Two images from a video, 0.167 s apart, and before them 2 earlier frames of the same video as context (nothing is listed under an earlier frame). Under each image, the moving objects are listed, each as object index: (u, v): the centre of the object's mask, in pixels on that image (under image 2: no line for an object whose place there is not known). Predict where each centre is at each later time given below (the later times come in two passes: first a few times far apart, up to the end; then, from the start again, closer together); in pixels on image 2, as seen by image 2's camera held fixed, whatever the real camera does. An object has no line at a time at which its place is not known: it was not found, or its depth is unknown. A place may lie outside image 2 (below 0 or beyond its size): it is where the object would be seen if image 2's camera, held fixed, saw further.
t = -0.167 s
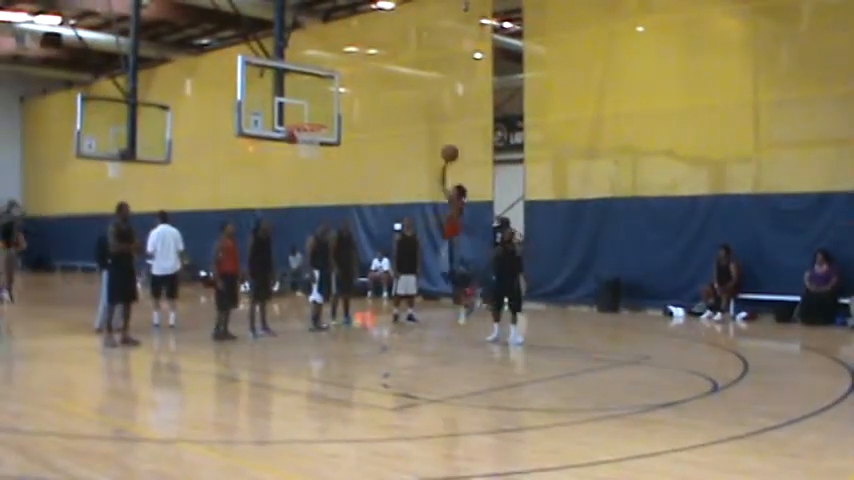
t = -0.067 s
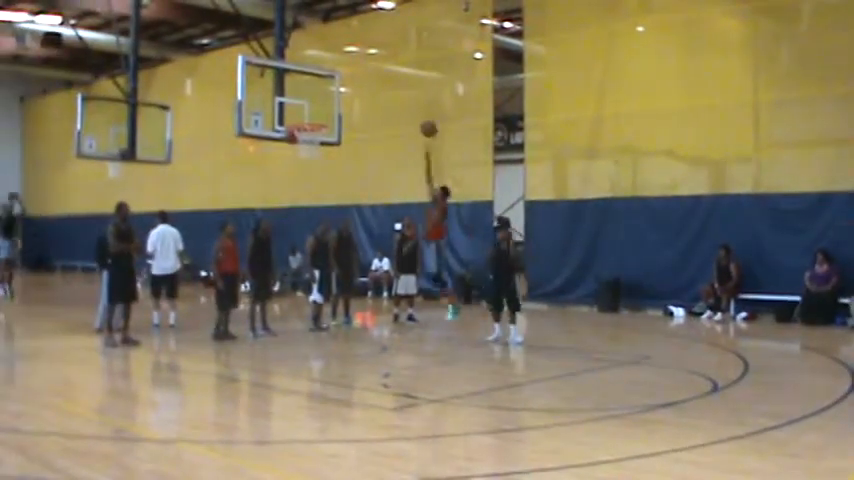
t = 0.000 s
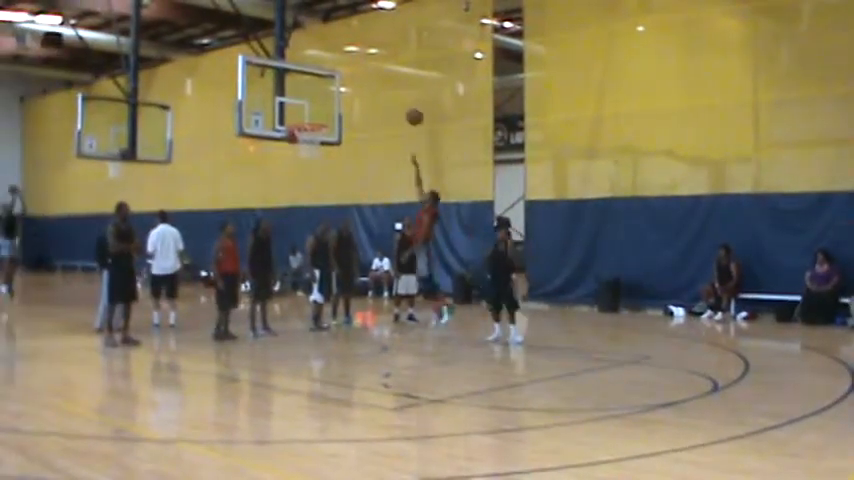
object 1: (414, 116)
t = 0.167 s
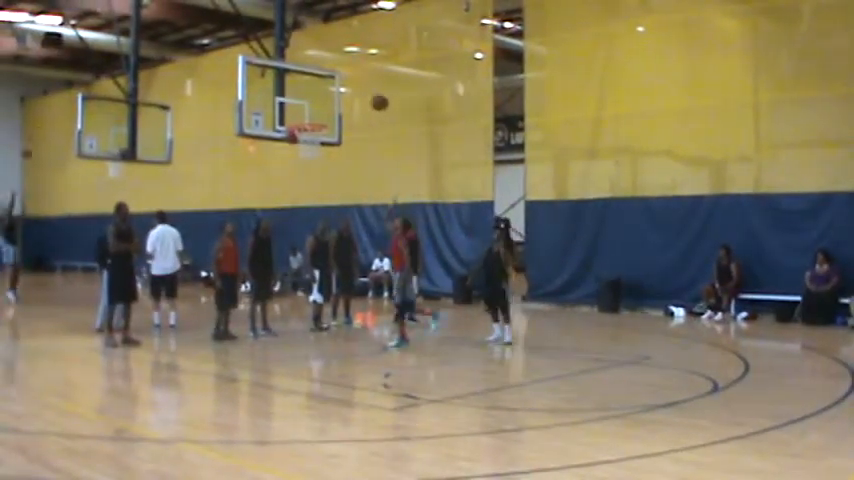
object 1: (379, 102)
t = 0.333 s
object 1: (345, 106)
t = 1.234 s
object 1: (285, 132)
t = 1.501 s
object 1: (282, 188)
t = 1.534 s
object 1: (281, 199)
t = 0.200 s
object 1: (372, 102)
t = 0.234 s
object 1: (365, 102)
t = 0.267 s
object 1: (358, 103)
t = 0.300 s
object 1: (351, 105)
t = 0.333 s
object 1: (345, 106)
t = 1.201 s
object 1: (283, 130)
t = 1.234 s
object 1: (285, 132)
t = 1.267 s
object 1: (286, 134)
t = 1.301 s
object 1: (283, 141)
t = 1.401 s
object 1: (282, 161)
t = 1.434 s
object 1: (282, 169)
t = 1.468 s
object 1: (282, 178)
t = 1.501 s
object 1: (282, 188)
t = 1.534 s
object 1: (281, 199)
